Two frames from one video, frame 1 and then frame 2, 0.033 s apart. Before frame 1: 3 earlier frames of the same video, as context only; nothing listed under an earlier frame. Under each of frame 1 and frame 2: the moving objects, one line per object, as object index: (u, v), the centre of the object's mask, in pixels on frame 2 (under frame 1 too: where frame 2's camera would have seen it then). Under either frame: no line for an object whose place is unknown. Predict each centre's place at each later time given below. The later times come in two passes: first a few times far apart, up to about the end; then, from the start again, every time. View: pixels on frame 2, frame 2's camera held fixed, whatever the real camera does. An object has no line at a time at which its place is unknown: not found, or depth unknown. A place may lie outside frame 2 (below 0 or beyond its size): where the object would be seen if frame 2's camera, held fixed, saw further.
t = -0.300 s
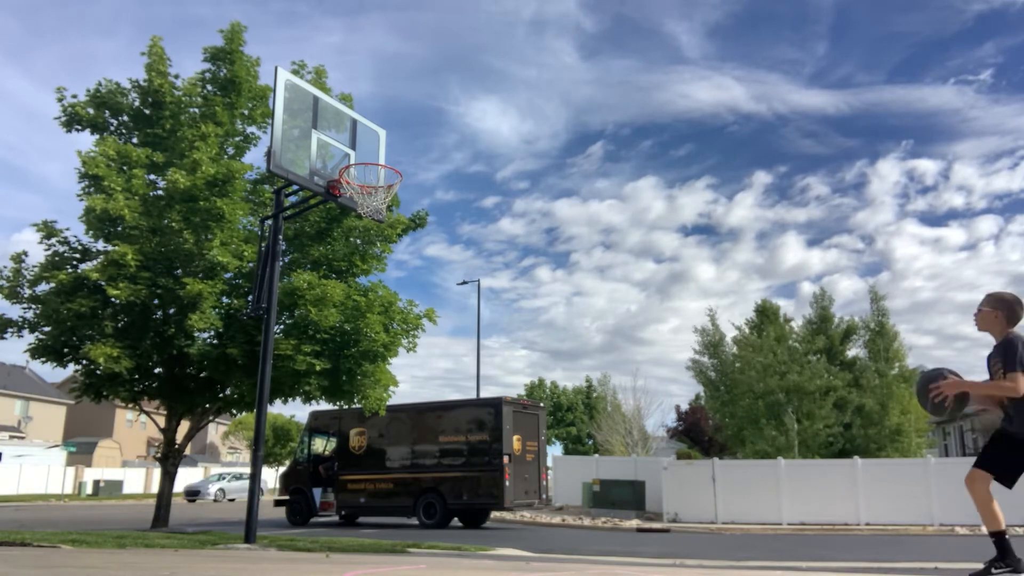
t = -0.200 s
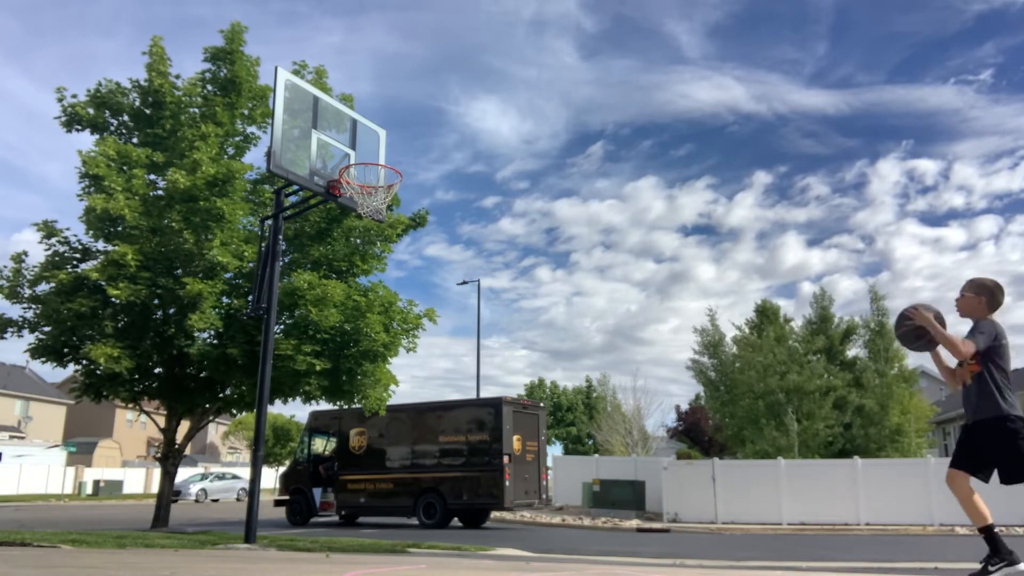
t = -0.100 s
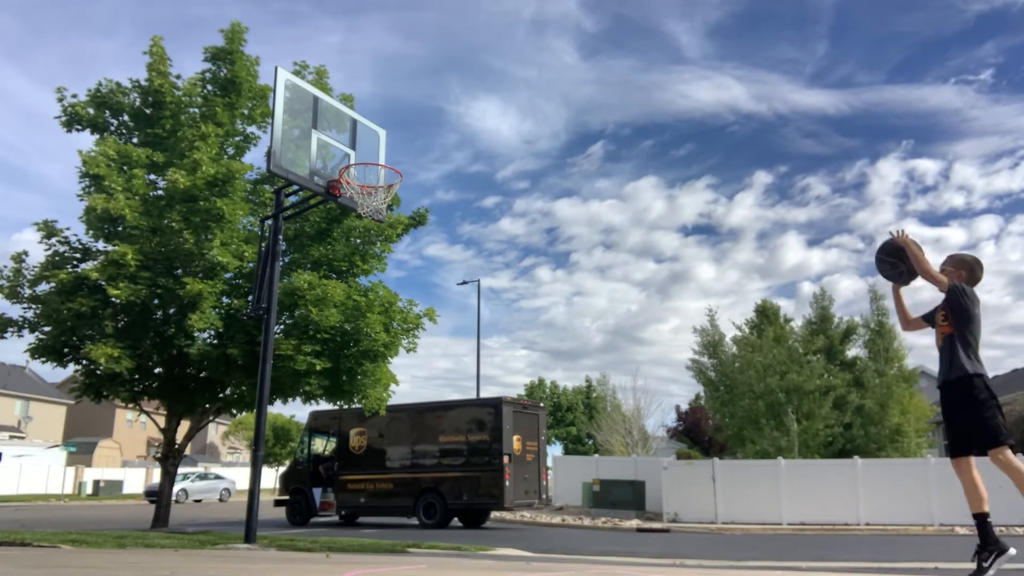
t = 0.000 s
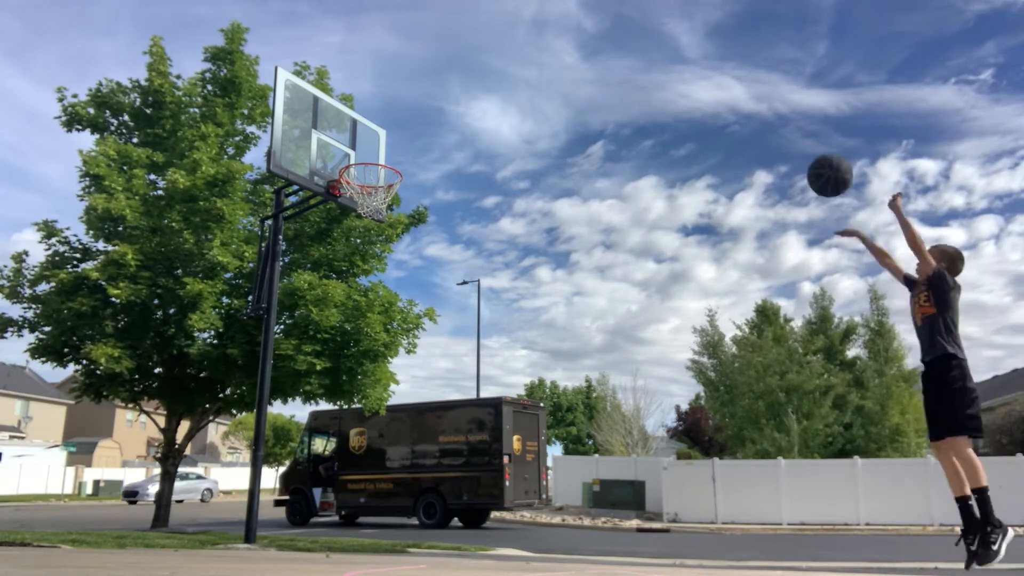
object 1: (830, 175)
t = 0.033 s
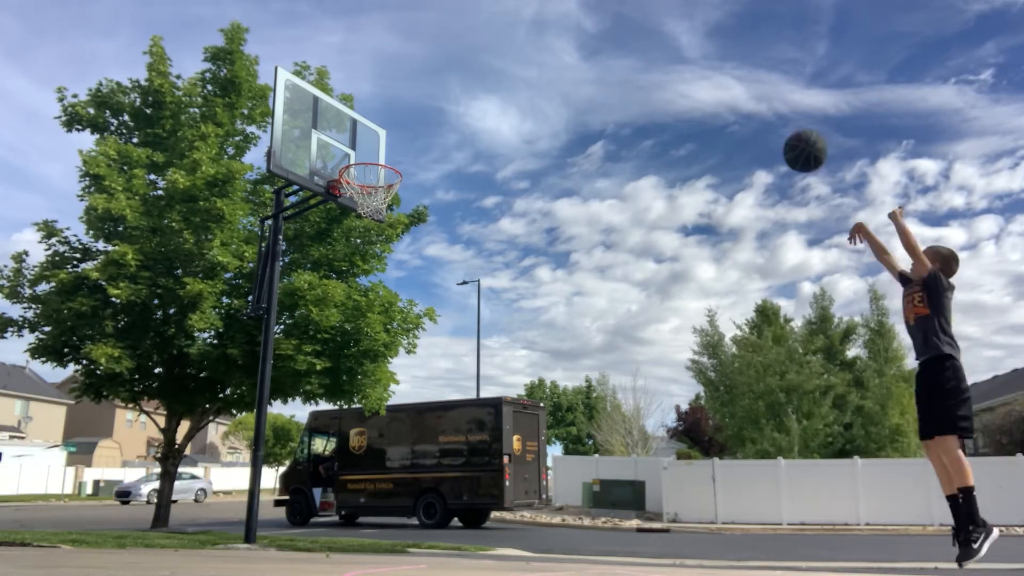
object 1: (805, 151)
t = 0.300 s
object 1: (644, 47)
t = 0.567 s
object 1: (523, 52)
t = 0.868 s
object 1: (409, 151)
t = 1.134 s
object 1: (432, 132)
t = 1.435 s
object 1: (463, 192)
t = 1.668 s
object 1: (485, 312)
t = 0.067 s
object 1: (782, 130)
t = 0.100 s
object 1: (759, 111)
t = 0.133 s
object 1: (738, 95)
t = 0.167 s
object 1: (718, 82)
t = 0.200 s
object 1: (698, 70)
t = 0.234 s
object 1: (679, 61)
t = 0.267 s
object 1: (661, 53)
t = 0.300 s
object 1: (644, 47)
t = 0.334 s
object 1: (627, 43)
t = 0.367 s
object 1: (610, 40)
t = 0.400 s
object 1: (594, 38)
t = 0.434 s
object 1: (580, 38)
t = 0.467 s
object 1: (565, 40)
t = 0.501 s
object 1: (551, 42)
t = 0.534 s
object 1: (537, 47)
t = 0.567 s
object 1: (523, 52)
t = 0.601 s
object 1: (509, 58)
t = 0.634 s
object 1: (496, 66)
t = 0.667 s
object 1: (483, 75)
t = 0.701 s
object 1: (470, 85)
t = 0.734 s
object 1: (458, 96)
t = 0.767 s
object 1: (445, 108)
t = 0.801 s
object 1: (433, 121)
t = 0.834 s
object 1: (421, 135)
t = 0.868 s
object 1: (409, 151)
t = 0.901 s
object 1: (405, 156)
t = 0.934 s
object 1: (408, 149)
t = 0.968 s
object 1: (413, 143)
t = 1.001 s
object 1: (416, 138)
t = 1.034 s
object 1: (420, 135)
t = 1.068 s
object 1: (424, 132)
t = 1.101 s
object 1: (428, 131)
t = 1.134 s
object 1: (432, 132)
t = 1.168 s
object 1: (435, 133)
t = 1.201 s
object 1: (439, 136)
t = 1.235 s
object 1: (443, 140)
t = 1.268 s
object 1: (446, 146)
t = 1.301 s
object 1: (450, 152)
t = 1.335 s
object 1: (453, 160)
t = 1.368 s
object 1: (456, 170)
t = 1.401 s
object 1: (460, 180)
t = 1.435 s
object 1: (463, 192)
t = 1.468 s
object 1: (466, 205)
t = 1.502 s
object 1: (469, 220)
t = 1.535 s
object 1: (473, 235)
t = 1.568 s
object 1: (476, 252)
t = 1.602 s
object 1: (479, 271)
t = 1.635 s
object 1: (482, 290)
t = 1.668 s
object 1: (485, 312)
